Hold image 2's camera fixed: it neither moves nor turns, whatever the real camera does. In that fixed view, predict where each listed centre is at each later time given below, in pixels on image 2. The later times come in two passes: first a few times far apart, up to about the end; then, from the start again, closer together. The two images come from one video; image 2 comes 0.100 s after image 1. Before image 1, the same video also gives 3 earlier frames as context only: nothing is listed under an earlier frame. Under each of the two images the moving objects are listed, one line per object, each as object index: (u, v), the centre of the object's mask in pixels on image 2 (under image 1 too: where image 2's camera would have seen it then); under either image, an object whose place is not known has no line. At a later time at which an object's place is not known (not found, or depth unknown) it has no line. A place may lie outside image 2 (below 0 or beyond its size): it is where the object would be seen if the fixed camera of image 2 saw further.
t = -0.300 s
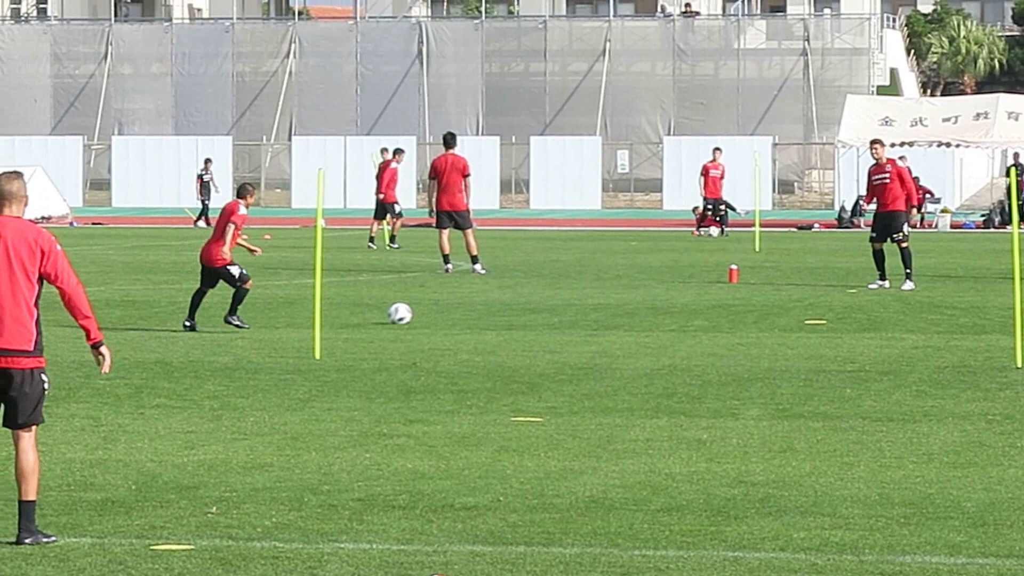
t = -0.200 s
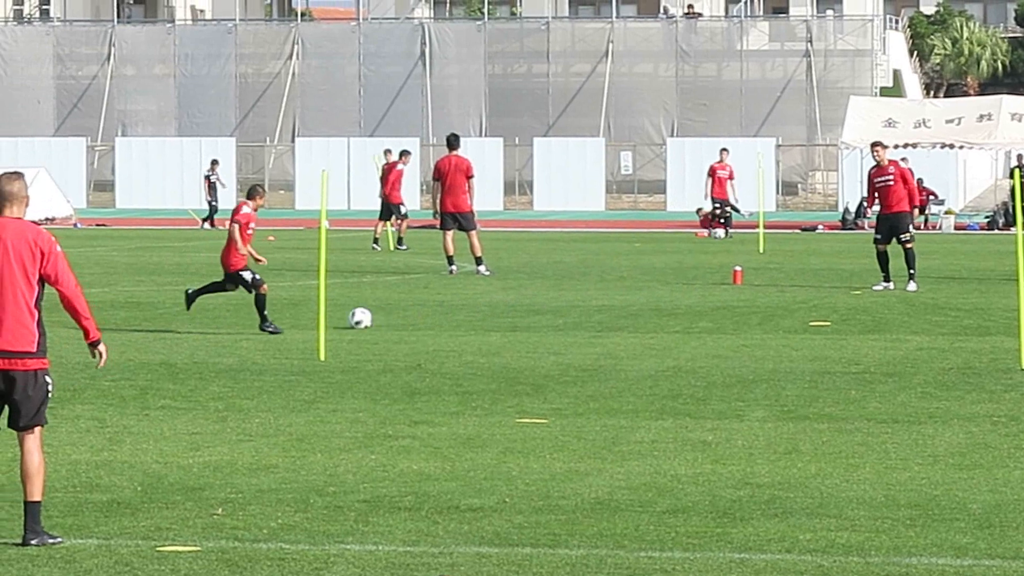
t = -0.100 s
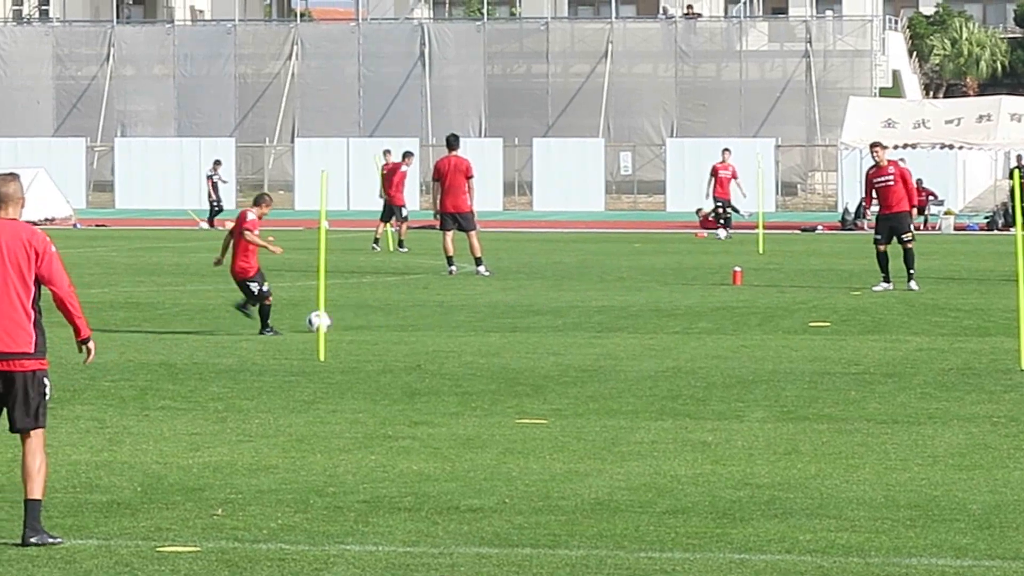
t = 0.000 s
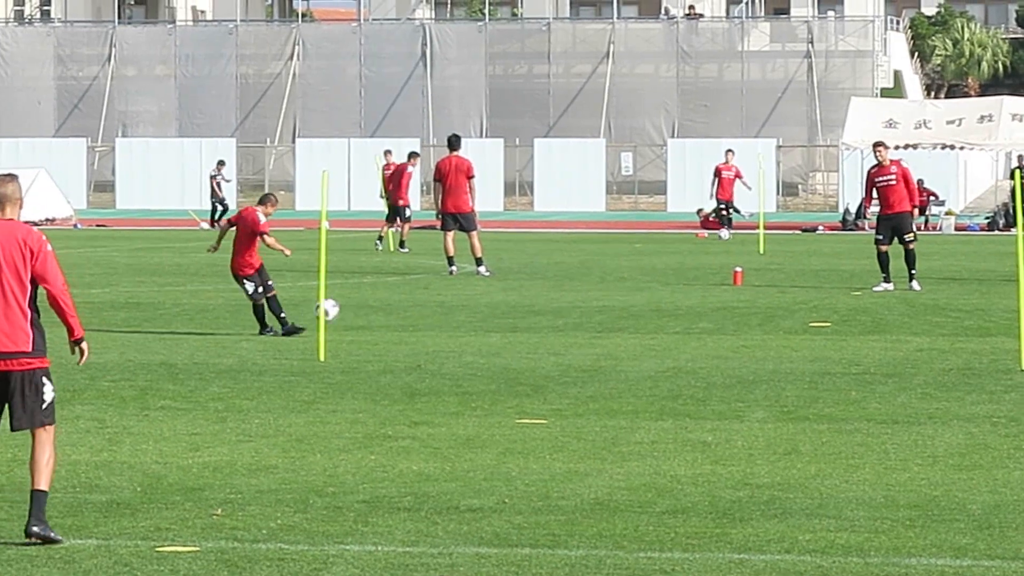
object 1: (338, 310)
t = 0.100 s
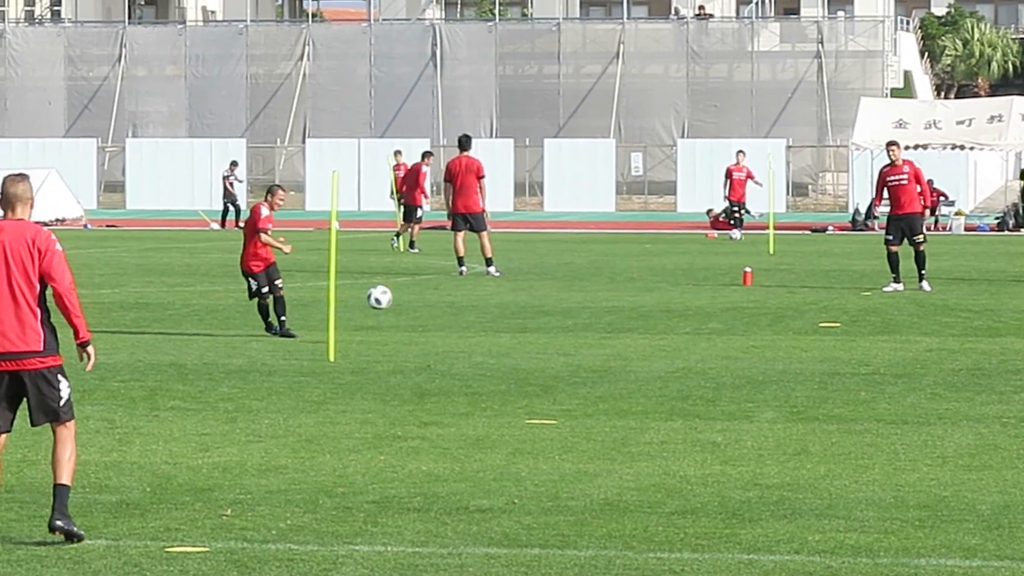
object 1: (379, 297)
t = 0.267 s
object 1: (452, 299)
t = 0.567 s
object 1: (578, 361)
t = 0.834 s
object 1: (667, 385)
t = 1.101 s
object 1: (737, 402)
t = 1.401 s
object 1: (784, 436)
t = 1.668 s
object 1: (792, 475)
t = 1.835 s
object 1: (778, 493)
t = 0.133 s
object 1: (394, 295)
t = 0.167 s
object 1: (409, 294)
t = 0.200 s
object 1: (423, 295)
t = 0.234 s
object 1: (437, 296)
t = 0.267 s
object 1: (452, 299)
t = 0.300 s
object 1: (466, 304)
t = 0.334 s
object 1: (481, 309)
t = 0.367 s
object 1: (495, 317)
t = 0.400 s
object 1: (510, 325)
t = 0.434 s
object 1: (525, 336)
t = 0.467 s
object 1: (539, 348)
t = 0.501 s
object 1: (554, 361)
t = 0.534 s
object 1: (567, 365)
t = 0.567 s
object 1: (578, 361)
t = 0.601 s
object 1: (589, 358)
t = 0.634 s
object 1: (600, 357)
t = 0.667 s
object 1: (611, 358)
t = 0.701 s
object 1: (622, 360)
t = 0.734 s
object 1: (633, 363)
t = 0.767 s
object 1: (644, 369)
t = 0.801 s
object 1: (655, 376)
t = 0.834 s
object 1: (667, 385)
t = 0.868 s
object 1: (678, 396)
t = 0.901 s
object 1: (687, 397)
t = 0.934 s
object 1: (696, 394)
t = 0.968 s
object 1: (704, 392)
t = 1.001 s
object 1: (712, 392)
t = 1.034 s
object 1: (720, 394)
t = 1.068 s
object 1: (729, 397)
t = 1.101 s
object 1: (737, 402)
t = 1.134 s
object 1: (745, 409)
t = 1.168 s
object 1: (753, 418)
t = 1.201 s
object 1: (761, 429)
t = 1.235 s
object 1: (766, 428)
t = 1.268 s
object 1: (769, 426)
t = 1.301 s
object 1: (773, 426)
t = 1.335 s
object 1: (777, 427)
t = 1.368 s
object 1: (781, 431)
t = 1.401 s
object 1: (784, 436)
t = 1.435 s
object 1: (788, 444)
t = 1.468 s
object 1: (791, 454)
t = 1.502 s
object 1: (792, 458)
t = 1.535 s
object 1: (792, 457)
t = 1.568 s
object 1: (792, 458)
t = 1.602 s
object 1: (792, 461)
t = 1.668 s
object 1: (792, 475)
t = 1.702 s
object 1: (790, 481)
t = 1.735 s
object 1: (787, 481)
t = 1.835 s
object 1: (778, 493)
